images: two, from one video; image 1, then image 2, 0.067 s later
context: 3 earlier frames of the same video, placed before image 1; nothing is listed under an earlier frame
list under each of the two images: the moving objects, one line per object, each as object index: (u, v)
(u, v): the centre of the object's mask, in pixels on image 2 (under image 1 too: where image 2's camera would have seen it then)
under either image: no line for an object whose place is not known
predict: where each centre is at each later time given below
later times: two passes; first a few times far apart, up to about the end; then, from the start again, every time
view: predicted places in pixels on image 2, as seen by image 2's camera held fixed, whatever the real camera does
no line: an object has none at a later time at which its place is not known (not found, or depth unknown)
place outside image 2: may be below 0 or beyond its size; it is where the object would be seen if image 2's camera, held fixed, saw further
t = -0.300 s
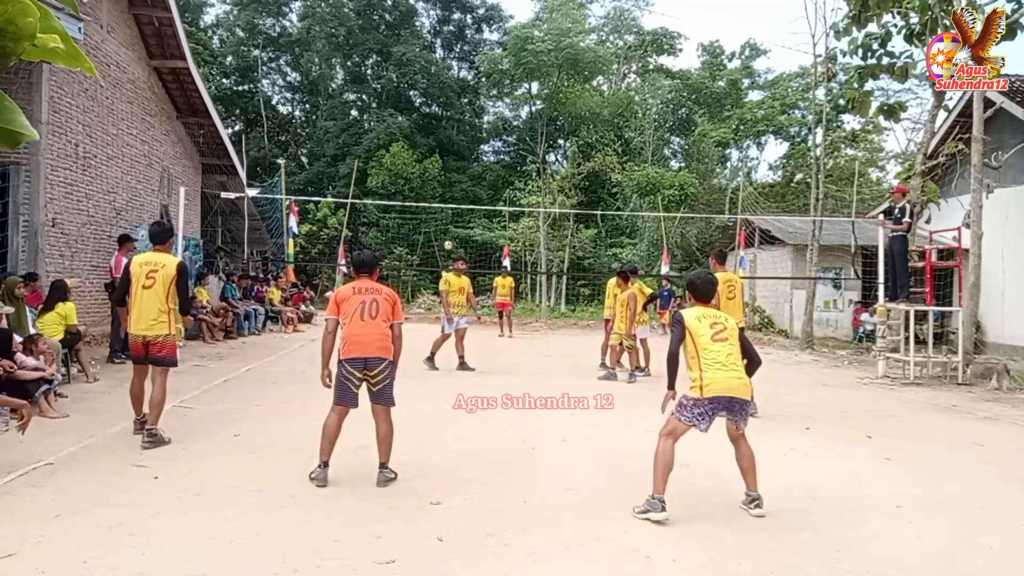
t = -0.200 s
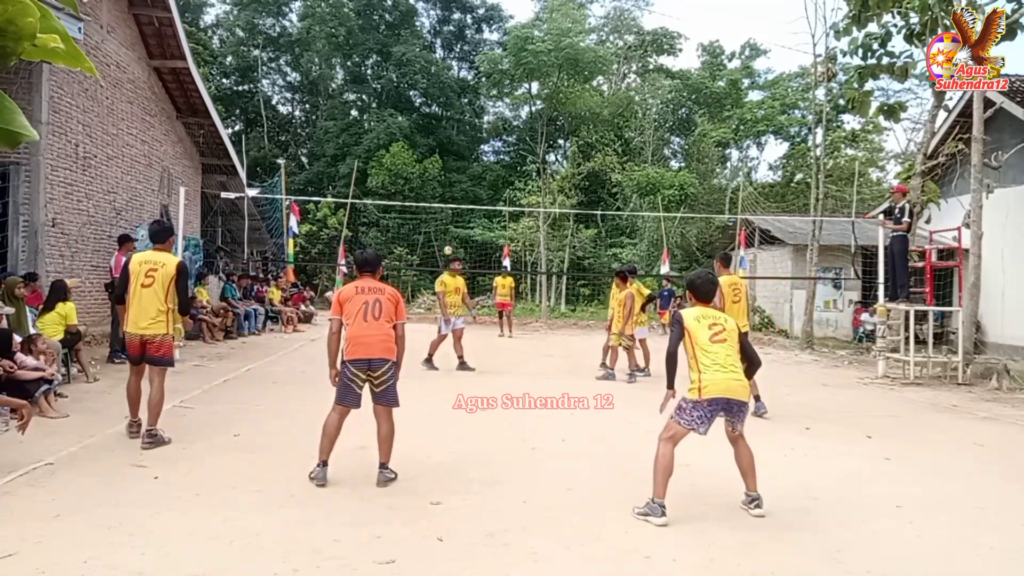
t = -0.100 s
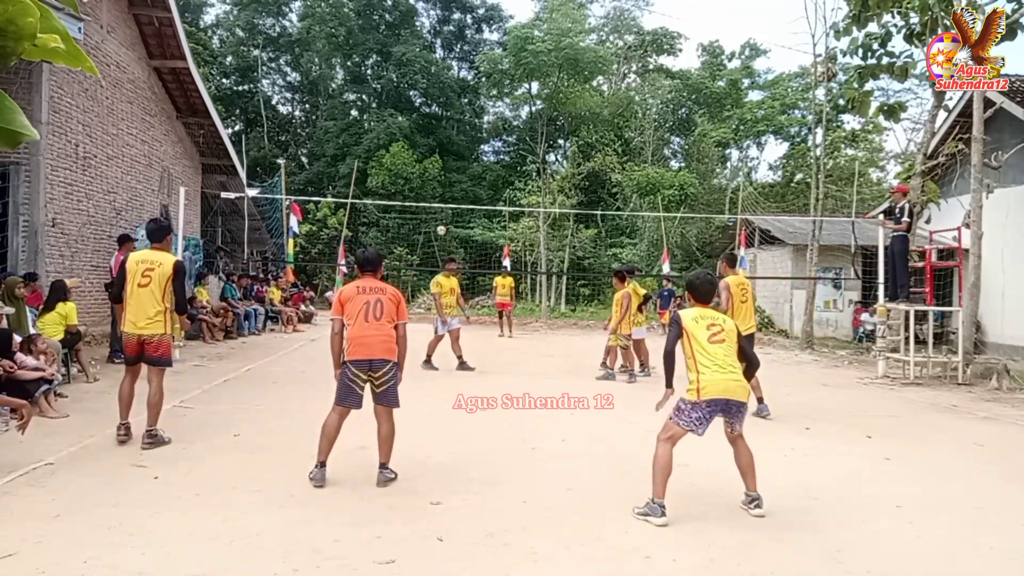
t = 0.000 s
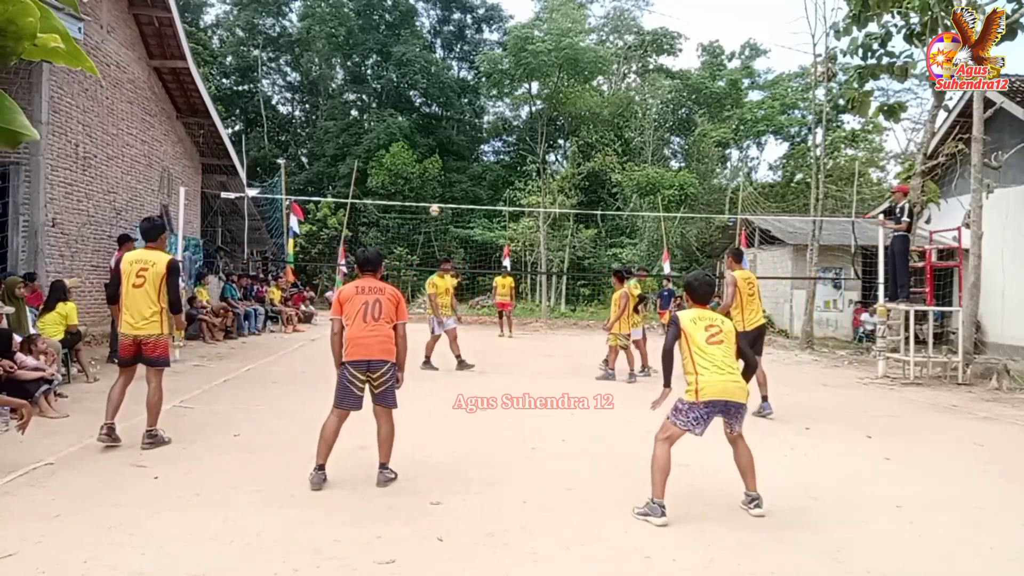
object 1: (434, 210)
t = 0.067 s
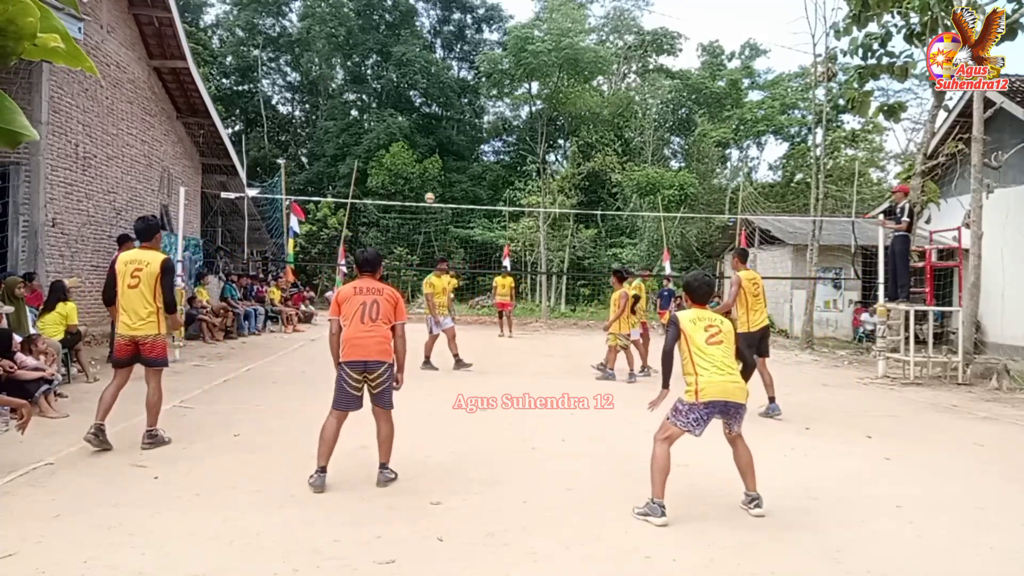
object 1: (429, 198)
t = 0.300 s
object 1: (409, 156)
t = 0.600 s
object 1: (354, 133)
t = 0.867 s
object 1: (253, 190)
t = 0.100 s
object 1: (427, 191)
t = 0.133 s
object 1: (424, 185)
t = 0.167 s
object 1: (422, 179)
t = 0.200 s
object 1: (419, 173)
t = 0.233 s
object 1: (416, 167)
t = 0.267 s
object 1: (413, 162)
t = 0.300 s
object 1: (409, 156)
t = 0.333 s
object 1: (405, 152)
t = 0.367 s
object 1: (400, 147)
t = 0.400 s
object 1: (395, 144)
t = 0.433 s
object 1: (390, 140)
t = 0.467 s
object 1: (384, 137)
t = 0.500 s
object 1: (378, 135)
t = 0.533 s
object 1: (370, 134)
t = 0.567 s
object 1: (363, 133)
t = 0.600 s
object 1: (354, 133)
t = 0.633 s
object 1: (346, 135)
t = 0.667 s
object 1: (336, 137)
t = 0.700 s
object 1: (325, 141)
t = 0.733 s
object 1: (314, 147)
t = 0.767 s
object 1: (301, 154)
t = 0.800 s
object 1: (287, 163)
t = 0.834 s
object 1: (270, 174)
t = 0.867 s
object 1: (253, 190)
